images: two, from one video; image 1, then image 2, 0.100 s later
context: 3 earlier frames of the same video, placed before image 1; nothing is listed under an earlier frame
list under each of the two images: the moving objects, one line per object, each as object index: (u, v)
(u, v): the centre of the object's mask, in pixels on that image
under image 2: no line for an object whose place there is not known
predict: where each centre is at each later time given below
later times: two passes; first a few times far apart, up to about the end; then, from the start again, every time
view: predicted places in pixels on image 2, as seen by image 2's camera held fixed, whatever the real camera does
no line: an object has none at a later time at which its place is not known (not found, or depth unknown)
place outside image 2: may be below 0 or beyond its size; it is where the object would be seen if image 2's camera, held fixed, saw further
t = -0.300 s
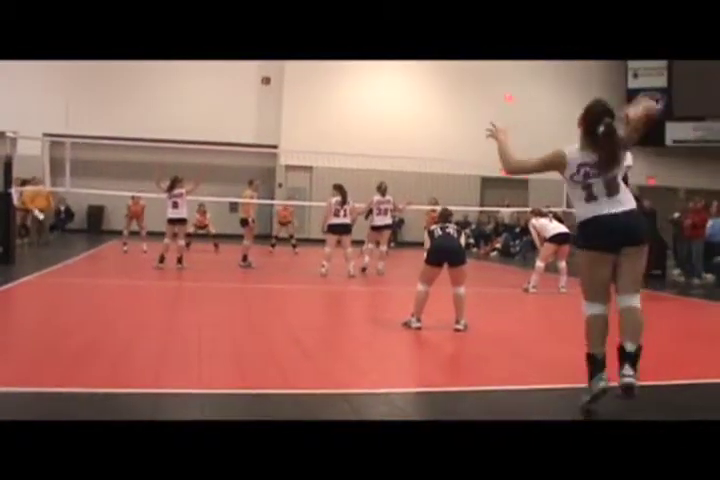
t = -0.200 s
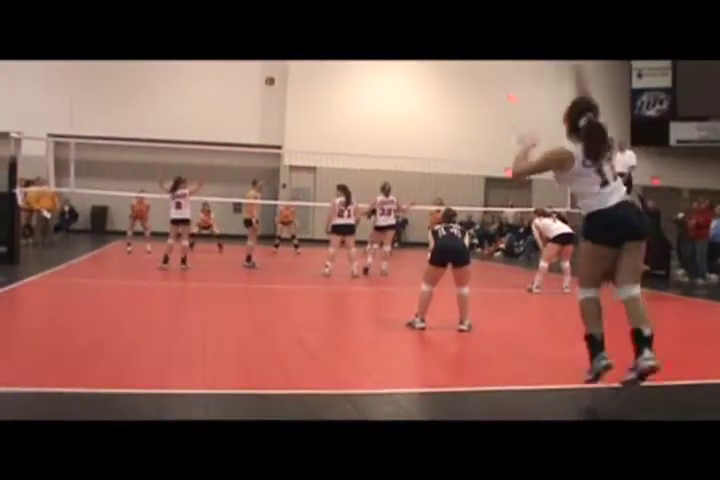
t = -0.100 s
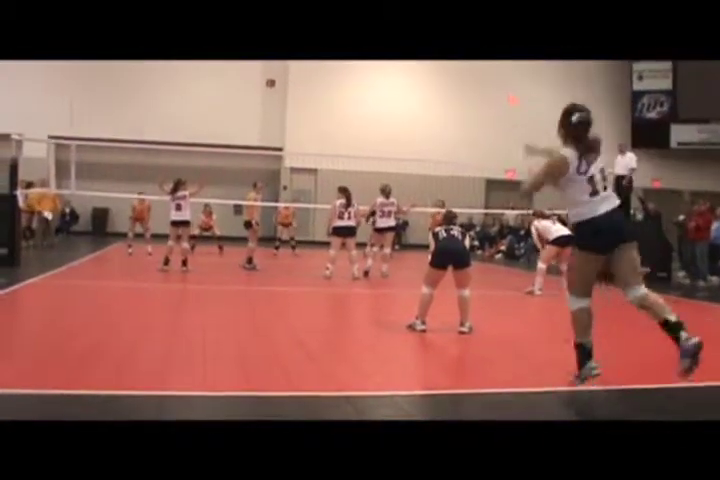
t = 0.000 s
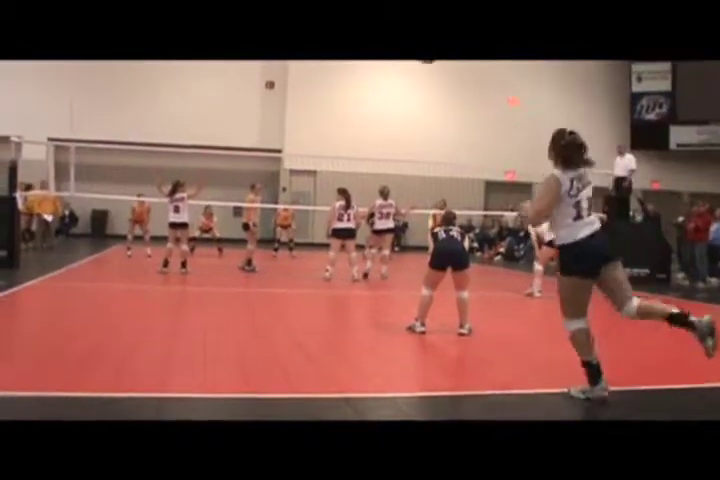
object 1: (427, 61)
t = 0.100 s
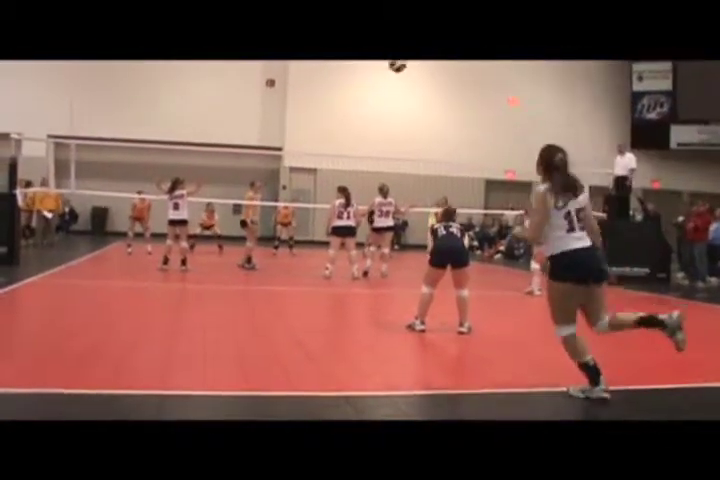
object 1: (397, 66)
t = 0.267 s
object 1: (363, 92)
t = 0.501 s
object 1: (336, 133)
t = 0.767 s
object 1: (317, 190)
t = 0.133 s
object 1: (389, 70)
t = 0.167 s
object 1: (381, 75)
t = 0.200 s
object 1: (376, 81)
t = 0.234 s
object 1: (367, 86)
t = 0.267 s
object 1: (363, 92)
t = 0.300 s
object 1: (358, 97)
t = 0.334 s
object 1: (354, 103)
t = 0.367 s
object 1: (349, 108)
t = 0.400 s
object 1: (346, 114)
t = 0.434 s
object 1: (343, 120)
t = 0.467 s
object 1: (339, 126)
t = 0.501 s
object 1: (336, 133)
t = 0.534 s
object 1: (334, 139)
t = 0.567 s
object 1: (330, 146)
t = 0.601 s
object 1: (328, 153)
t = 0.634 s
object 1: (326, 161)
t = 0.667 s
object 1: (324, 168)
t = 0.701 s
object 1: (322, 175)
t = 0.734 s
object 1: (319, 184)
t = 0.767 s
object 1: (317, 190)
